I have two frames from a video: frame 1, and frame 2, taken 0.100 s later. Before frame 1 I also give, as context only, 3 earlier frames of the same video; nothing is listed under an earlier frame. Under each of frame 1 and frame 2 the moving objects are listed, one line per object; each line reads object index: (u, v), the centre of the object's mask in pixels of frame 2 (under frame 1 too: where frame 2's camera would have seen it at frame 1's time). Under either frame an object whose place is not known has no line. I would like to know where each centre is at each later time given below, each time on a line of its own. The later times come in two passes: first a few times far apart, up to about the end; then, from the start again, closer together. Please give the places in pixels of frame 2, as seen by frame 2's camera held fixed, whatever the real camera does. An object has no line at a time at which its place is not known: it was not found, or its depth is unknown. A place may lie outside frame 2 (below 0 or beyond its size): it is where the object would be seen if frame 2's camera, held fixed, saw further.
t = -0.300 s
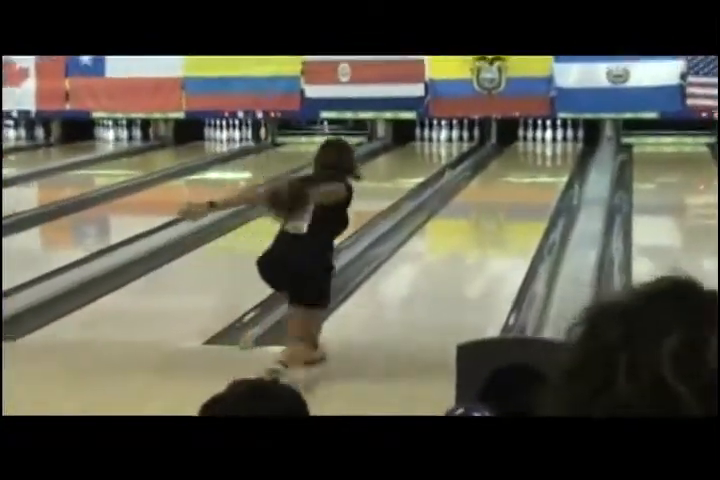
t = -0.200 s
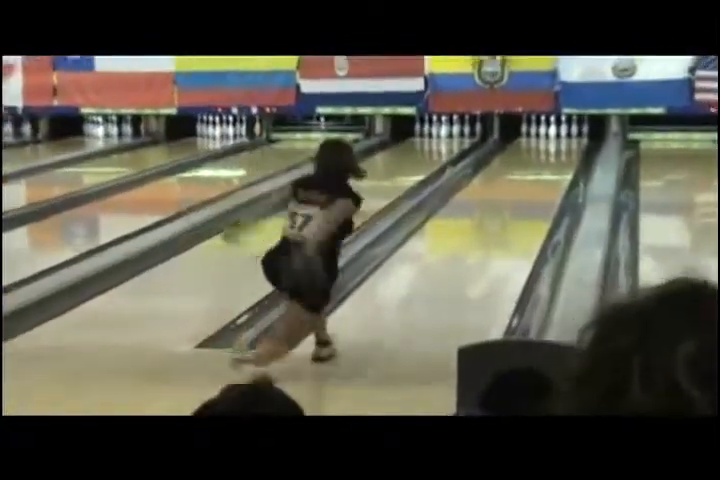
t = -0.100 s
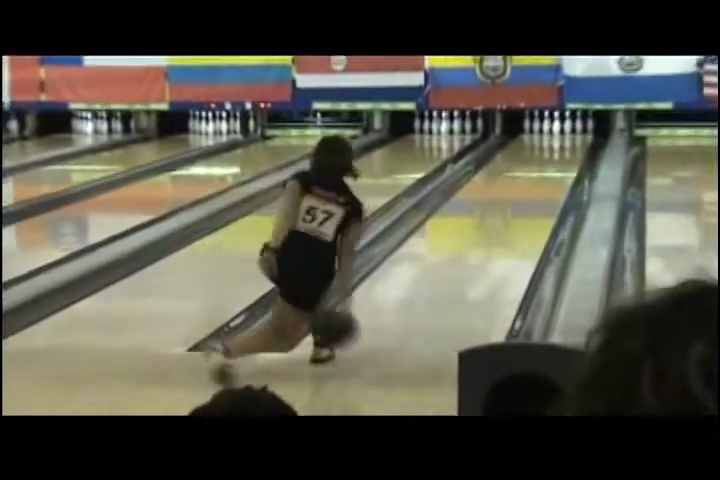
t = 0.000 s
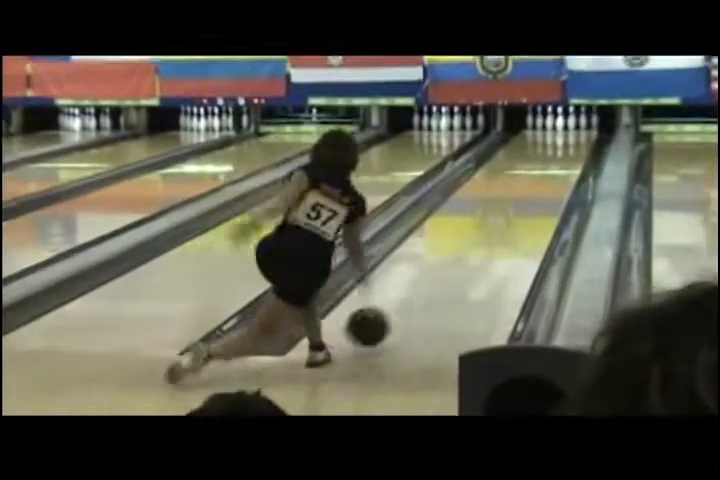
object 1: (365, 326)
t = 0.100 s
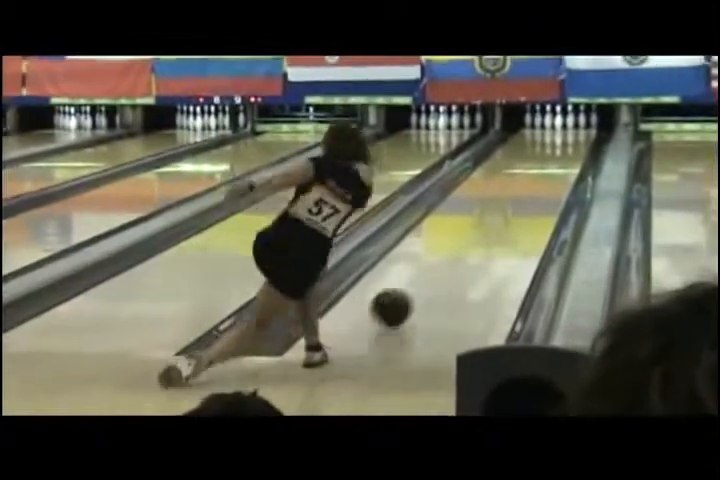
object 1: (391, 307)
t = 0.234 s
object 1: (420, 280)
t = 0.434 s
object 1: (455, 249)
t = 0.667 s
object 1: (485, 220)
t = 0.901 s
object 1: (508, 198)
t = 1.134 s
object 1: (528, 179)
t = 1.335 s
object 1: (540, 169)
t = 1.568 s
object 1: (549, 158)
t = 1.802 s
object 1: (556, 147)
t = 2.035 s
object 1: (562, 139)
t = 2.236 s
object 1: (561, 132)
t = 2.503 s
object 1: (560, 128)
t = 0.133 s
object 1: (399, 300)
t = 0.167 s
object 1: (406, 293)
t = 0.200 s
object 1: (414, 287)
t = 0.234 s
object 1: (420, 280)
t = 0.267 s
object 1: (427, 274)
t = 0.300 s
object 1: (432, 269)
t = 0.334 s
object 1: (438, 264)
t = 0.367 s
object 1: (444, 259)
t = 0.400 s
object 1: (449, 254)
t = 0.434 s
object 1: (455, 249)
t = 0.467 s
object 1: (459, 245)
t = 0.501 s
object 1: (464, 240)
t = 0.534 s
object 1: (469, 236)
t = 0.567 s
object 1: (473, 232)
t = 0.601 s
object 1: (478, 228)
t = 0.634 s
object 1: (482, 224)
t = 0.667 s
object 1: (485, 220)
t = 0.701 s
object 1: (489, 217)
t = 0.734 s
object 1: (492, 214)
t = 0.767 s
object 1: (496, 209)
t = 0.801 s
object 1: (499, 207)
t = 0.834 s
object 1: (502, 203)
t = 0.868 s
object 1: (505, 201)
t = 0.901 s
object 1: (508, 198)
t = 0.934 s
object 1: (511, 195)
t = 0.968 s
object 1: (514, 192)
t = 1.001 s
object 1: (517, 189)
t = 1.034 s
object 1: (520, 187)
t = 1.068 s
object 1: (522, 185)
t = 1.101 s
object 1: (525, 182)
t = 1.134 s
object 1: (528, 179)
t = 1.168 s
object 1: (530, 177)
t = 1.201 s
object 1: (533, 175)
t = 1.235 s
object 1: (535, 174)
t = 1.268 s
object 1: (536, 172)
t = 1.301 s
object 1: (538, 170)
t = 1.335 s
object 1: (540, 169)
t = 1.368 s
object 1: (542, 167)
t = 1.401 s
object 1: (543, 166)
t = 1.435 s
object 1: (544, 164)
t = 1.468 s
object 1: (546, 163)
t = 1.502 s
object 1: (547, 161)
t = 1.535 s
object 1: (548, 159)
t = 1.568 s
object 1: (549, 158)
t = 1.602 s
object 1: (552, 156)
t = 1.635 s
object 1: (552, 155)
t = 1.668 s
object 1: (554, 153)
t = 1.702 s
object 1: (555, 151)
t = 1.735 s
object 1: (555, 150)
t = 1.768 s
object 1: (555, 148)
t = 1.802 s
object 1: (556, 147)
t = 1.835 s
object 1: (557, 146)
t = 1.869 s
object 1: (558, 144)
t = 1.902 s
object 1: (558, 142)
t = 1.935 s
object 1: (560, 141)
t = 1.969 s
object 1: (560, 140)
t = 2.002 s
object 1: (561, 139)
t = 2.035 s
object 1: (562, 139)
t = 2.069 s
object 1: (562, 137)
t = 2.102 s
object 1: (562, 135)
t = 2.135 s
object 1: (562, 135)
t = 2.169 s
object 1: (562, 133)
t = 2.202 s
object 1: (561, 133)
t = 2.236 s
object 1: (561, 132)
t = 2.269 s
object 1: (561, 132)
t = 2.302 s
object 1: (560, 131)
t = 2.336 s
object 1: (560, 130)
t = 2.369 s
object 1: (559, 129)
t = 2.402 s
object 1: (559, 129)
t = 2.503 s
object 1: (560, 128)
